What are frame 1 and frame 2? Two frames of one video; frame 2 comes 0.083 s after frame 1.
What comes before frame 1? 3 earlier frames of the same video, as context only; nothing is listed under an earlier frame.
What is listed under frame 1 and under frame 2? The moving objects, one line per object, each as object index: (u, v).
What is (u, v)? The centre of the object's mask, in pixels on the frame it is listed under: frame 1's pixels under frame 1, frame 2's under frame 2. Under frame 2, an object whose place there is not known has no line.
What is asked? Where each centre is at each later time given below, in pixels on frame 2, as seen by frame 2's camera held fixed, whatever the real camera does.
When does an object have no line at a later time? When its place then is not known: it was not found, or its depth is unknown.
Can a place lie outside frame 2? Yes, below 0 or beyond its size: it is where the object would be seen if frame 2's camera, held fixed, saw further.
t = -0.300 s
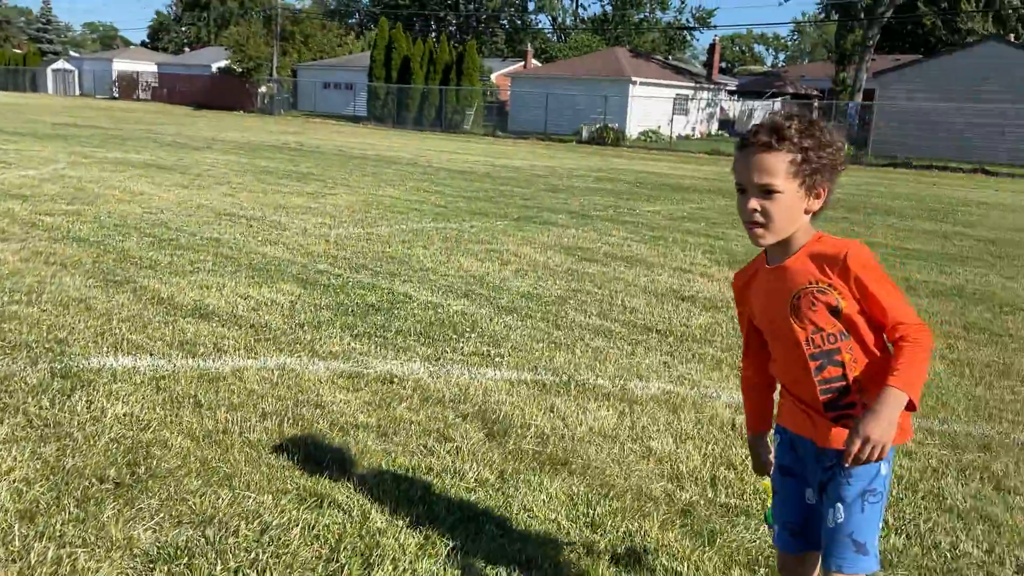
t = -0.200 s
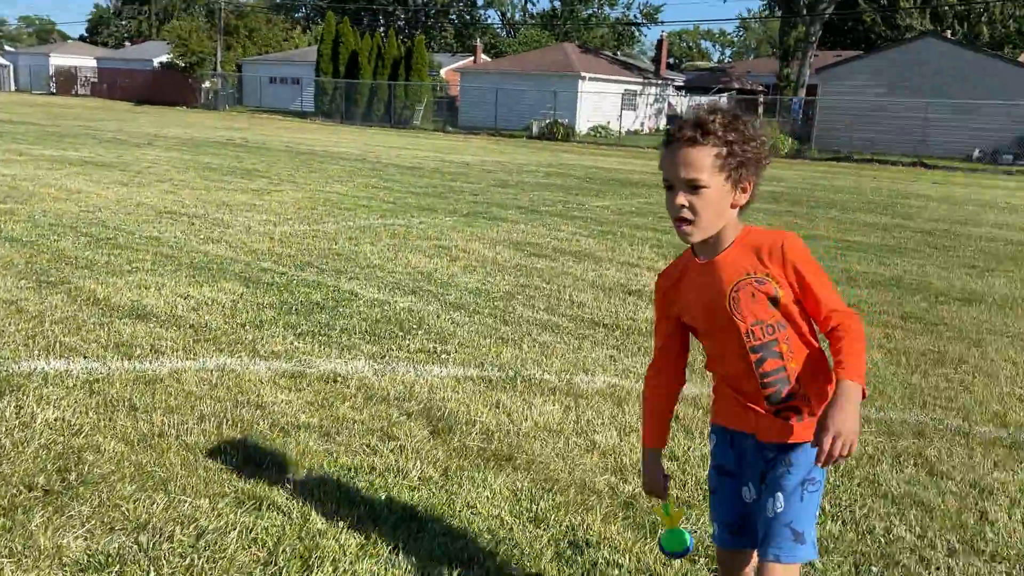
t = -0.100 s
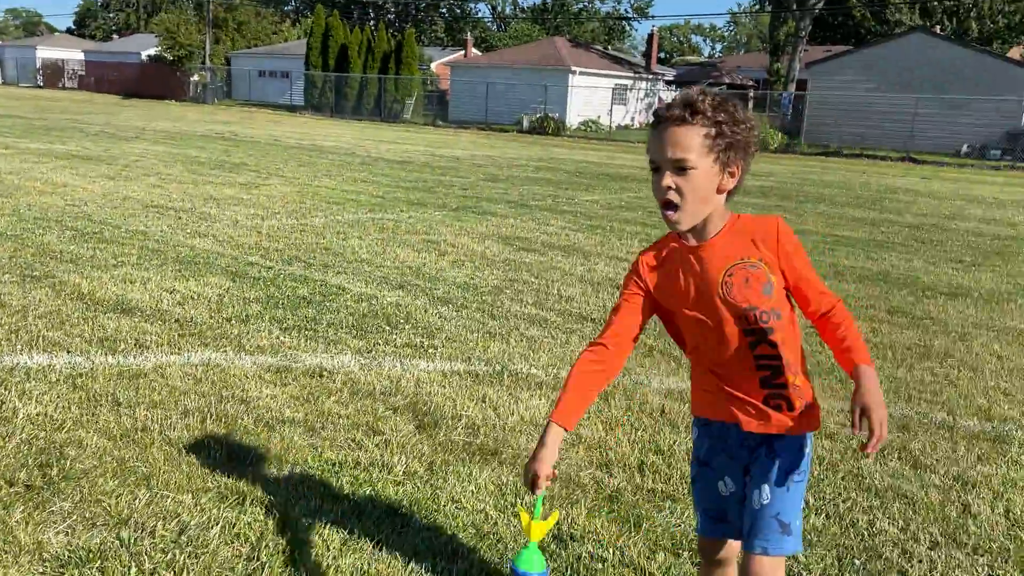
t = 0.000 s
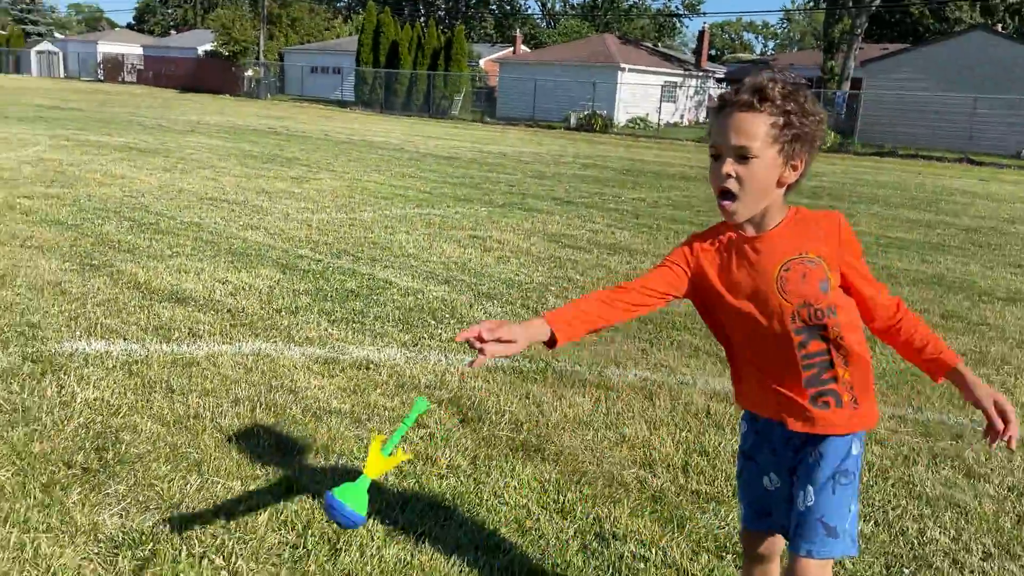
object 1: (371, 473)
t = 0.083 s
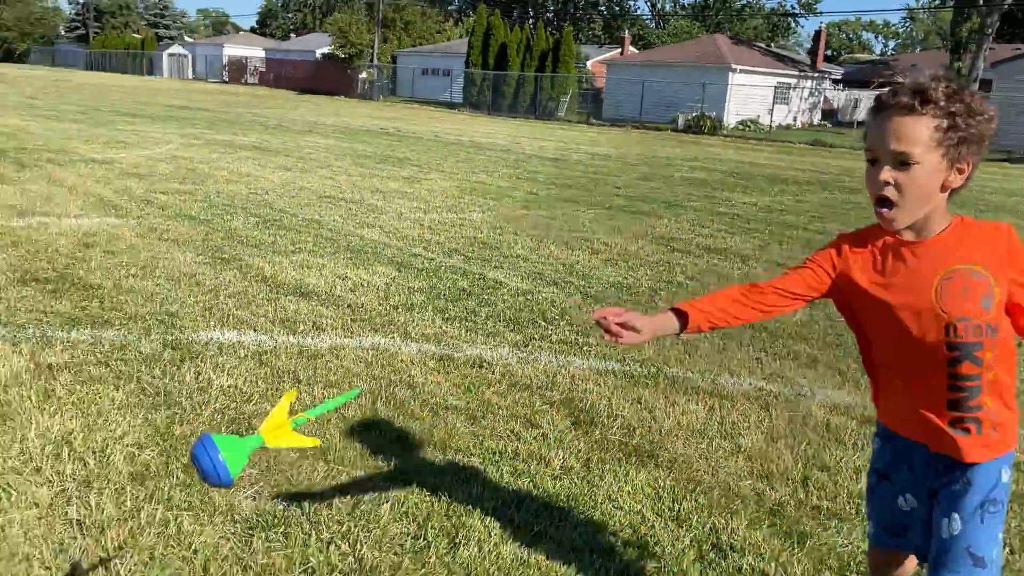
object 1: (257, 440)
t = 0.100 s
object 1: (202, 439)
